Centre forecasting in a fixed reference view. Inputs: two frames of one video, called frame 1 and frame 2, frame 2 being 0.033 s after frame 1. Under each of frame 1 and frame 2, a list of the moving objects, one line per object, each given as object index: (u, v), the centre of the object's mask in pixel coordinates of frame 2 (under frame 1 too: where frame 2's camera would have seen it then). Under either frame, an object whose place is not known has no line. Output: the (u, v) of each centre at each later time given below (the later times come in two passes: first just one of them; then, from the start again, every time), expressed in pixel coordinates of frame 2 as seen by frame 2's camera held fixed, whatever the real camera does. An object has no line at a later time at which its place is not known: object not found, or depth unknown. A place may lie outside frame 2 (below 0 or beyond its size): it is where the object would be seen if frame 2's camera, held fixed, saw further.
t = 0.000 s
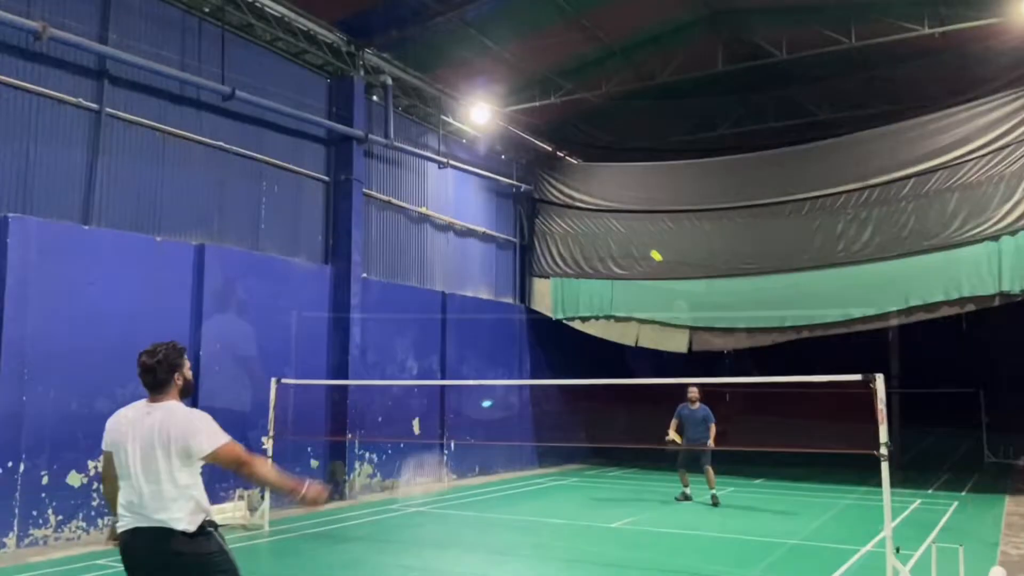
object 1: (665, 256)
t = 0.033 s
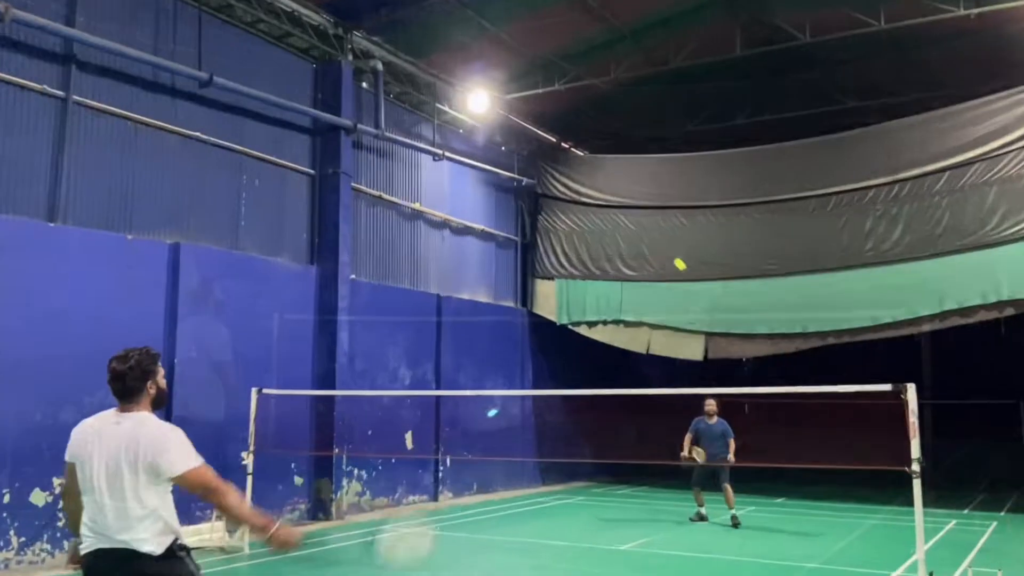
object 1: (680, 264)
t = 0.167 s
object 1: (710, 303)
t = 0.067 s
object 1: (689, 274)
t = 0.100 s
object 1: (696, 283)
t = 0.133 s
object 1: (703, 293)
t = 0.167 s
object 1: (710, 303)
